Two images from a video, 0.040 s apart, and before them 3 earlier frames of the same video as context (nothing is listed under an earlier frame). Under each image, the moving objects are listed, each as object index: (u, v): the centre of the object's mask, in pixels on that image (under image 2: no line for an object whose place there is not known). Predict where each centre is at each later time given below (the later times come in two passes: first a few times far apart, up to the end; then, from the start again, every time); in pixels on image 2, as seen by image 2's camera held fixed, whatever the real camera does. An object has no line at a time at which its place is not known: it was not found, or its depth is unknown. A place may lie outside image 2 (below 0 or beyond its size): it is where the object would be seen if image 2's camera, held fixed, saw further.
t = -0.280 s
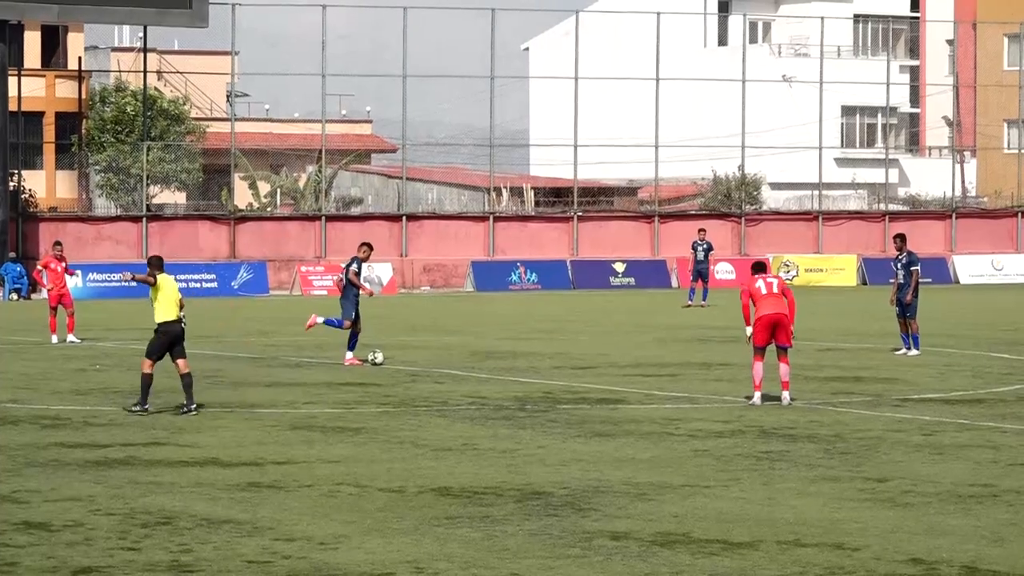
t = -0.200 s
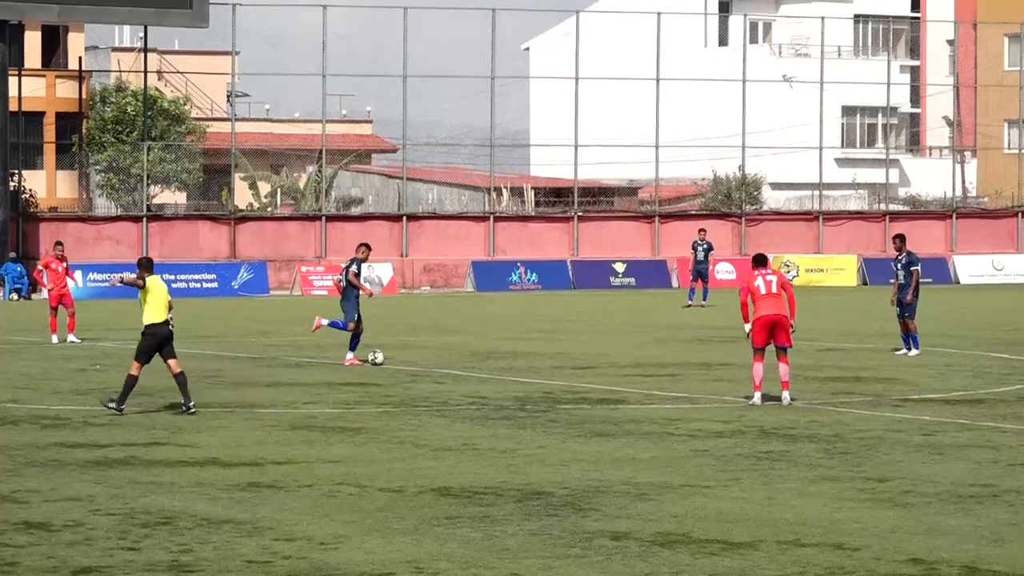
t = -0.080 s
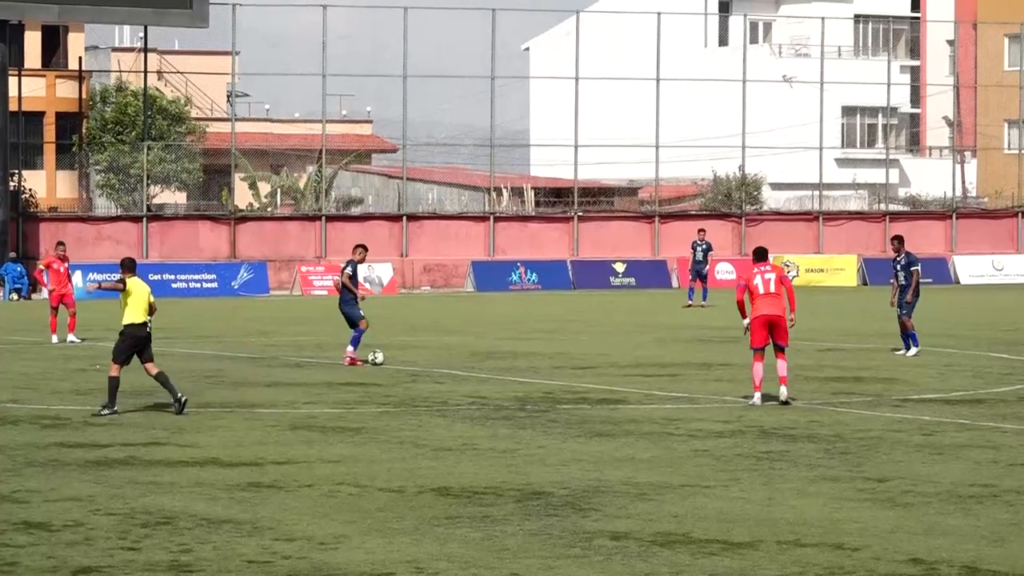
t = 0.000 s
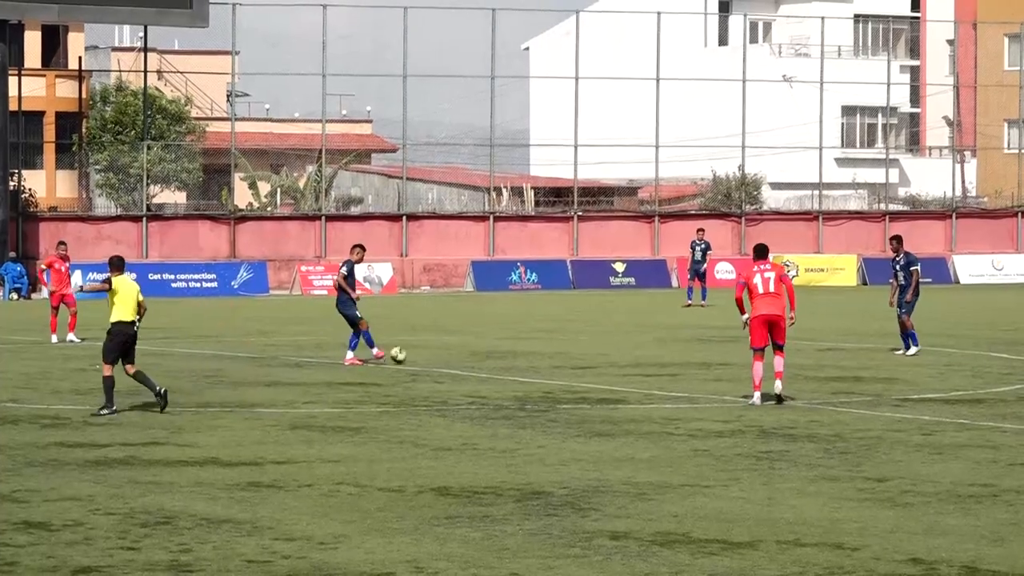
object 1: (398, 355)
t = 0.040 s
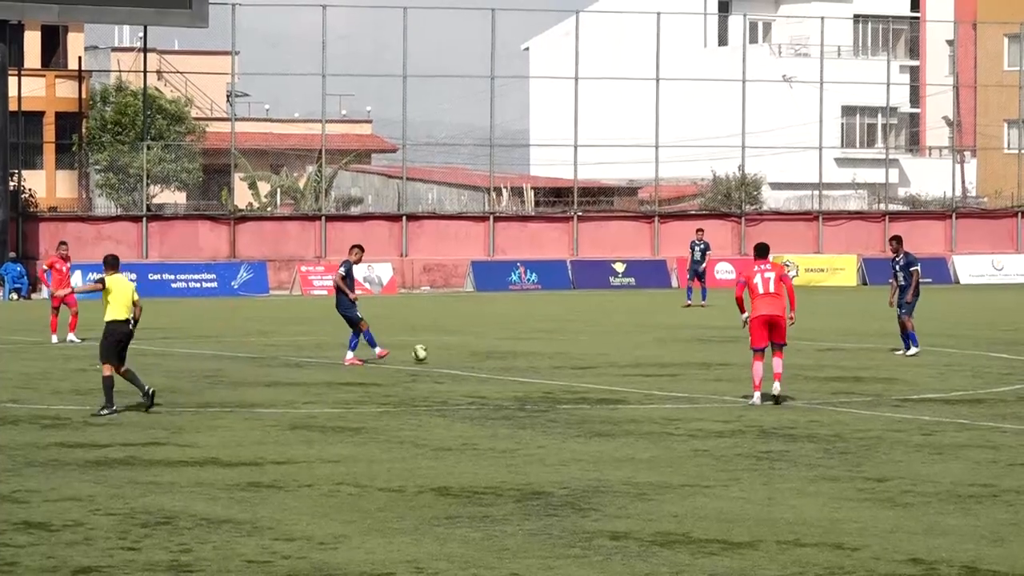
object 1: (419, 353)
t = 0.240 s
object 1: (518, 353)
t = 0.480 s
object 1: (611, 351)
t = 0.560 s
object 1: (638, 348)
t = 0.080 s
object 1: (440, 352)
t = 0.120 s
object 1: (461, 353)
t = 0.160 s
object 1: (482, 354)
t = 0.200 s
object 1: (500, 354)
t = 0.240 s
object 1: (518, 353)
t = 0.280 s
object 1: (537, 353)
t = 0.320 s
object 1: (552, 352)
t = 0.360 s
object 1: (567, 351)
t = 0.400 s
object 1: (582, 351)
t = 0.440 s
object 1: (598, 352)
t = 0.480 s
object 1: (611, 351)
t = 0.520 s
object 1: (624, 349)
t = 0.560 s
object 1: (638, 348)
